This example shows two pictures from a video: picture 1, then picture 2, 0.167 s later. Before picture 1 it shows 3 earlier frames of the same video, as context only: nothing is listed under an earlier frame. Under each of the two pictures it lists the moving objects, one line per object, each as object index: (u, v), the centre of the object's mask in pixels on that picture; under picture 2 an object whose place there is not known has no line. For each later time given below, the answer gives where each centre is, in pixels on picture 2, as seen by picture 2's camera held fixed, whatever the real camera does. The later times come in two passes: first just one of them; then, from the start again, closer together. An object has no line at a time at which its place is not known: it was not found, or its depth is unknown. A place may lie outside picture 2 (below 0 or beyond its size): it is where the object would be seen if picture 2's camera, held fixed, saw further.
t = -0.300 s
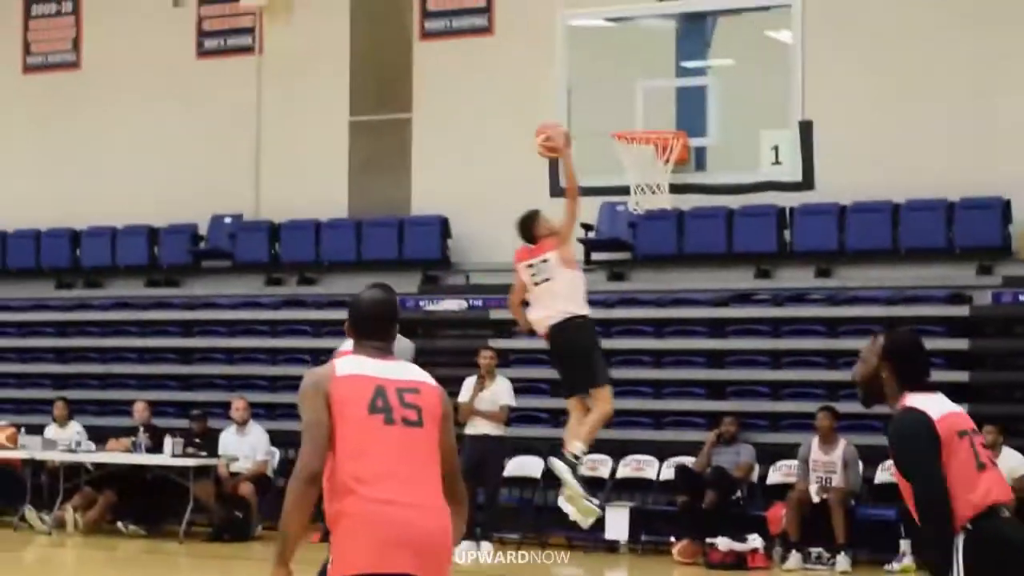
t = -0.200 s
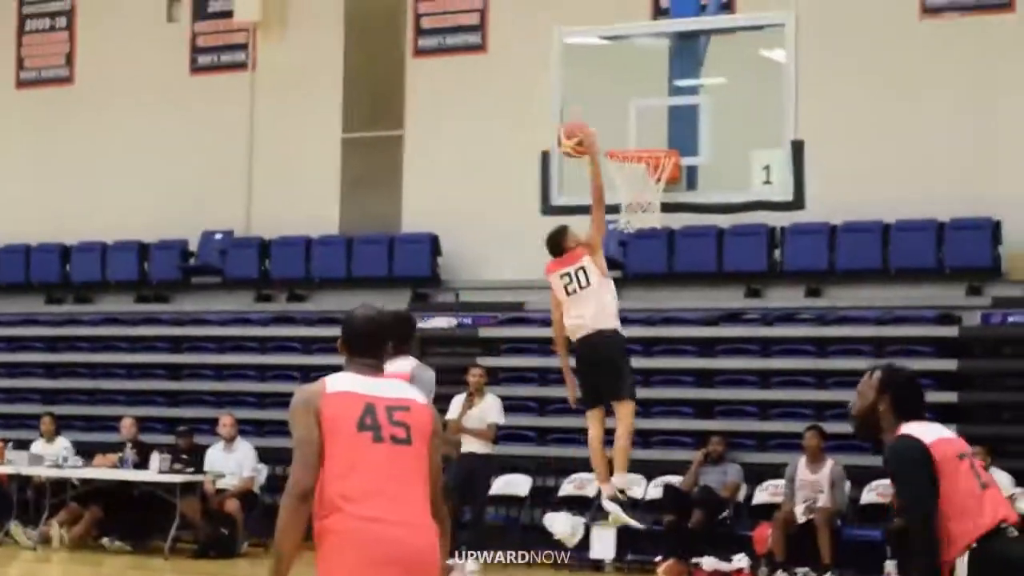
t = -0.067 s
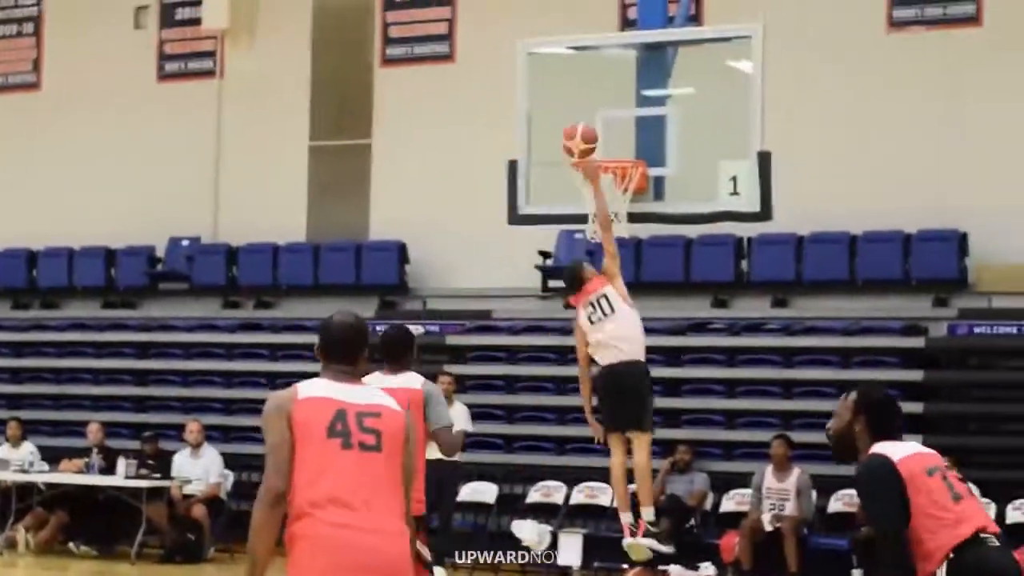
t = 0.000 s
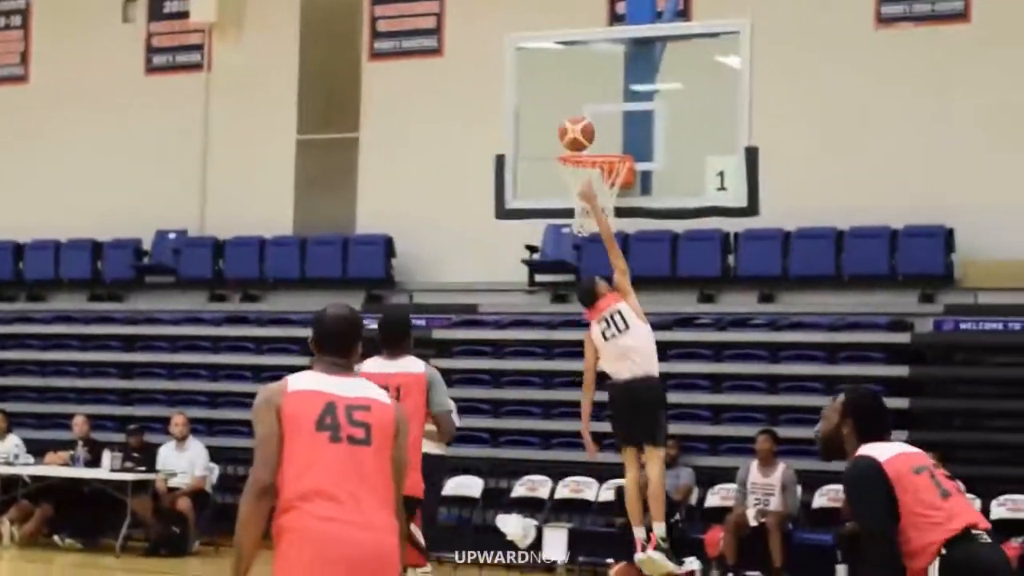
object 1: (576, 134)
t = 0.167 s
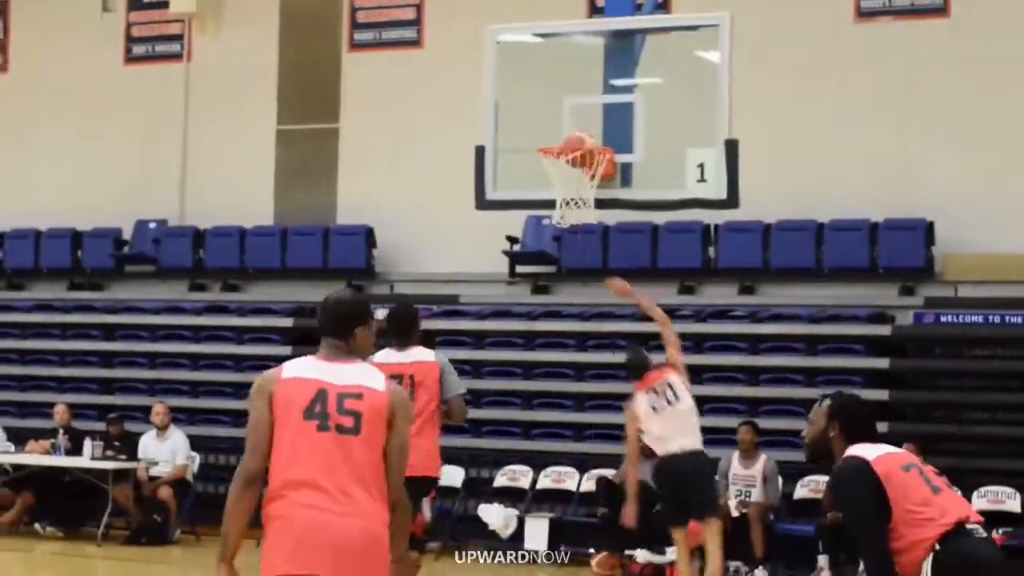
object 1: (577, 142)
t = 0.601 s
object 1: (588, 261)
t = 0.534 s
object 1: (590, 234)
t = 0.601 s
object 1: (588, 261)
